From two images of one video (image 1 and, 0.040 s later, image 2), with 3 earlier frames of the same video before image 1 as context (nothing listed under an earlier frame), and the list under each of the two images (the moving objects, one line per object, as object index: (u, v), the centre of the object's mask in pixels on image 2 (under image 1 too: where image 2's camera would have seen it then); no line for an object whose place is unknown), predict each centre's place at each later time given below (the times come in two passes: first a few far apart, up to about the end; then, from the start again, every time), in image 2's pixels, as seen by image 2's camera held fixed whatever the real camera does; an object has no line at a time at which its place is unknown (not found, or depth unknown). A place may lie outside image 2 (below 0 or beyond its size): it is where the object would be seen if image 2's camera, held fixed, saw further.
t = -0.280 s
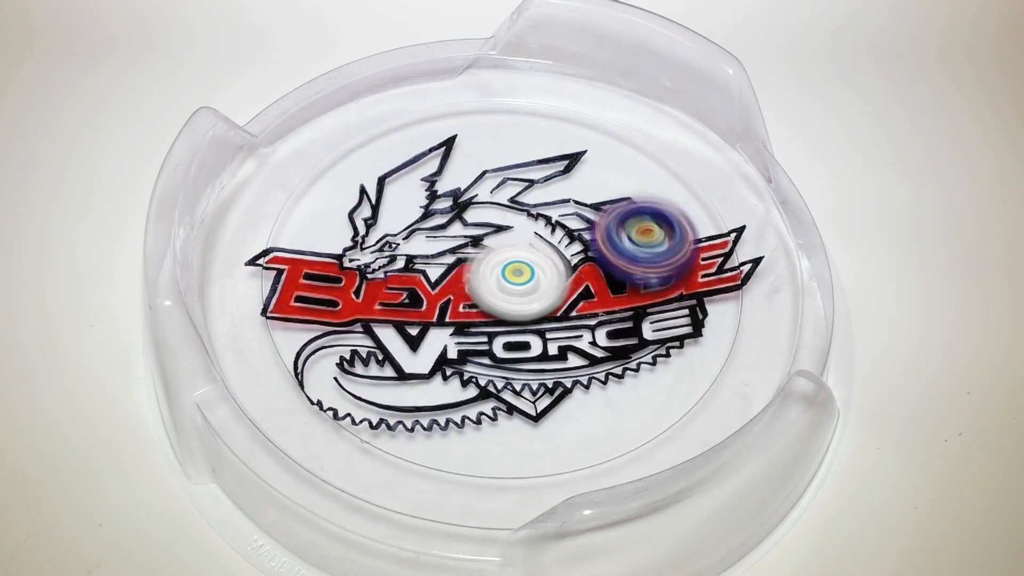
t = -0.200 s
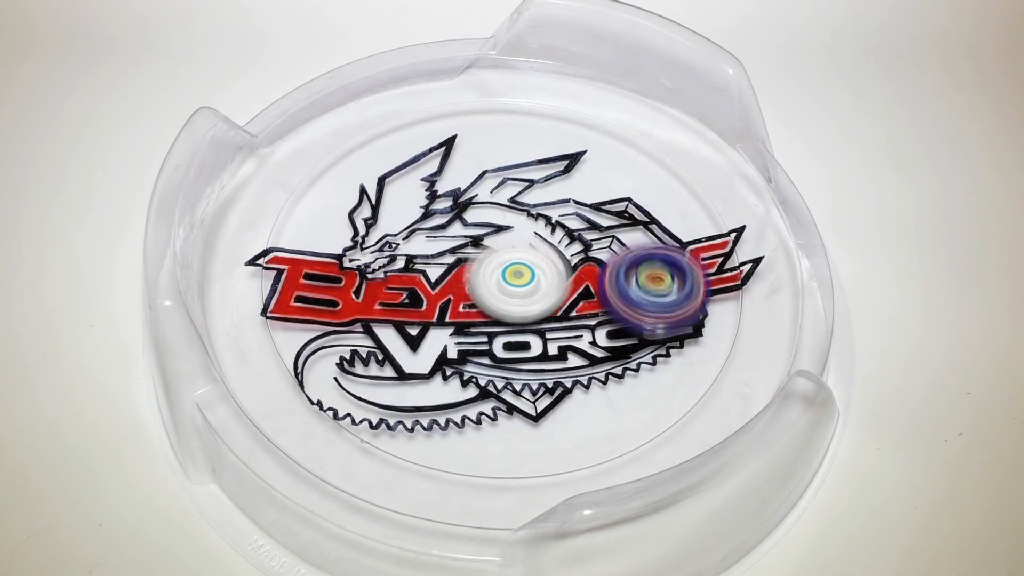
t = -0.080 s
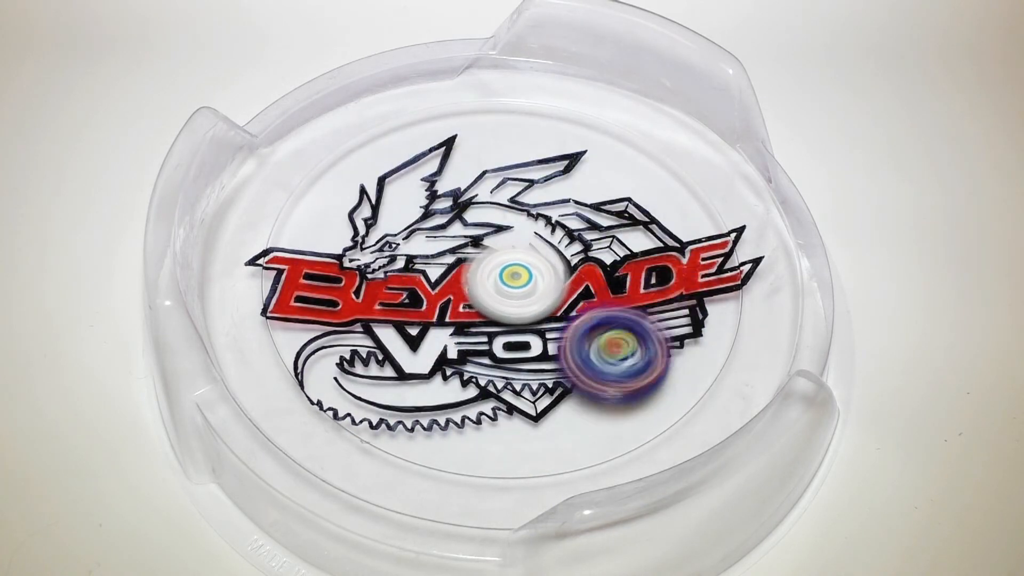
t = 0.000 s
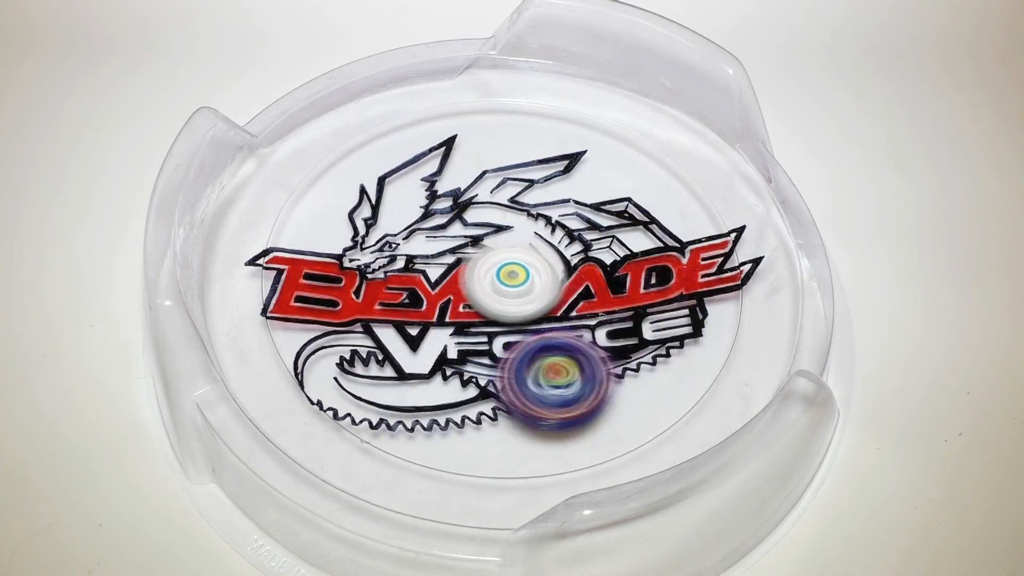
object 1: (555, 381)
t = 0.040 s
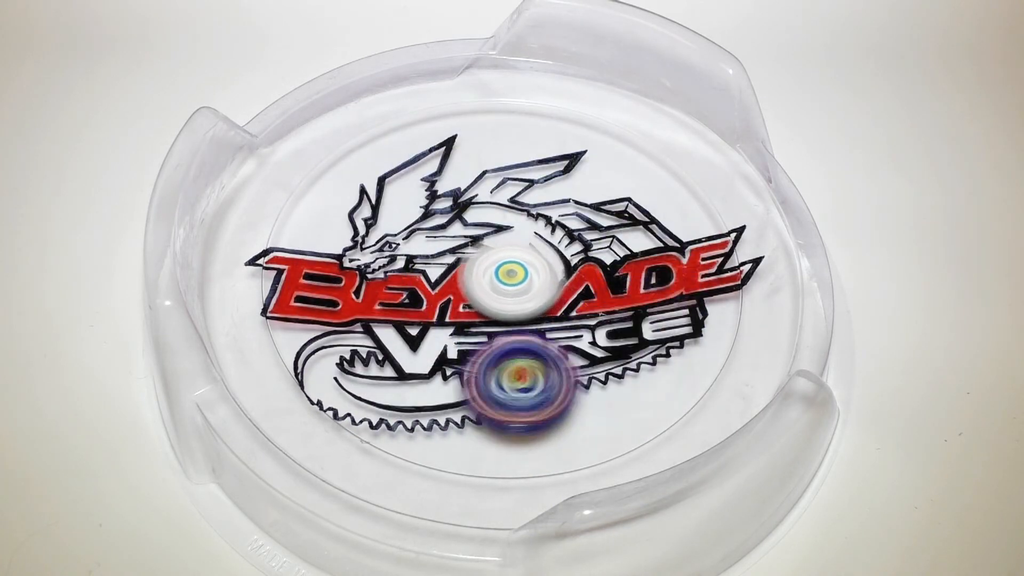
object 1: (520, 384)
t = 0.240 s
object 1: (389, 313)
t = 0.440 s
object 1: (409, 200)
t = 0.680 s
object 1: (556, 158)
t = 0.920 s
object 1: (650, 263)
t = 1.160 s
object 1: (524, 362)
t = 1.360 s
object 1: (391, 309)
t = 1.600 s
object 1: (400, 186)
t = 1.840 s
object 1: (550, 172)
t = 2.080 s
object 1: (618, 290)
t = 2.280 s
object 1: (526, 367)
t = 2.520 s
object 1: (384, 310)
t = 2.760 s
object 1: (432, 198)
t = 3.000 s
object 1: (580, 198)
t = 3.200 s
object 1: (635, 284)
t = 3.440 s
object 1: (515, 360)
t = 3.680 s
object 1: (402, 277)
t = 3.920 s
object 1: (460, 178)
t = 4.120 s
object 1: (574, 185)
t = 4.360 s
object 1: (606, 299)
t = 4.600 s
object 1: (468, 345)
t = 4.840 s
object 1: (382, 258)
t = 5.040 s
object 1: (452, 187)
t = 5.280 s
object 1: (582, 186)
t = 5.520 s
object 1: (615, 286)
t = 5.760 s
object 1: (607, 247)
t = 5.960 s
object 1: (592, 247)
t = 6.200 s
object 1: (512, 219)
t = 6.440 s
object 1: (509, 184)
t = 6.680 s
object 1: (486, 243)
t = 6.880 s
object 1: (427, 221)
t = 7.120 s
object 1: (470, 226)
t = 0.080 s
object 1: (486, 380)
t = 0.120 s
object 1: (454, 371)
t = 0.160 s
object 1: (425, 356)
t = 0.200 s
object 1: (404, 335)
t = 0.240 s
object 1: (389, 313)
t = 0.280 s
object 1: (381, 290)
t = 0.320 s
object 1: (379, 266)
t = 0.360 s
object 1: (383, 242)
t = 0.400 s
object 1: (393, 219)
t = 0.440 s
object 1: (409, 200)
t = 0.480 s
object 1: (427, 185)
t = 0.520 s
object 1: (450, 171)
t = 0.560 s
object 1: (474, 161)
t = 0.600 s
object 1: (501, 155)
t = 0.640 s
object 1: (528, 154)
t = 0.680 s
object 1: (556, 158)
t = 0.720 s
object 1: (582, 166)
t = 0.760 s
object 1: (605, 178)
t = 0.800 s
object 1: (624, 195)
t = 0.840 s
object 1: (639, 215)
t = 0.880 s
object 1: (650, 239)
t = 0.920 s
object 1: (650, 263)
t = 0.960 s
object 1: (645, 287)
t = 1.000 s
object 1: (631, 309)
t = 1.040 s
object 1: (611, 329)
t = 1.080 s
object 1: (586, 344)
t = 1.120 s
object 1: (556, 354)
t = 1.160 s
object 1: (524, 362)
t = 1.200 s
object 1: (492, 359)
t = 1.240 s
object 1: (462, 353)
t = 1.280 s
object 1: (434, 341)
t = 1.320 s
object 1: (409, 326)
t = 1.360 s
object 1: (391, 309)
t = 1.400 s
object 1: (378, 288)
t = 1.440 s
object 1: (370, 267)
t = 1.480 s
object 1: (369, 244)
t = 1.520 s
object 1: (374, 223)
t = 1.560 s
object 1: (384, 203)
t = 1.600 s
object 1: (400, 186)
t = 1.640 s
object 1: (421, 173)
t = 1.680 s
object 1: (444, 164)
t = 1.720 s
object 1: (470, 158)
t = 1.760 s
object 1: (497, 158)
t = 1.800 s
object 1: (524, 163)
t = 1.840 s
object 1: (550, 172)
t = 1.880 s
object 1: (573, 186)
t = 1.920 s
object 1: (592, 202)
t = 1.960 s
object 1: (606, 222)
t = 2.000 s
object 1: (616, 244)
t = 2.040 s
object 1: (620, 266)
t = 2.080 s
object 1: (618, 290)
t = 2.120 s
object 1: (610, 311)
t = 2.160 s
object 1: (596, 328)
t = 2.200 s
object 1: (578, 345)
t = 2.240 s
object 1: (553, 357)
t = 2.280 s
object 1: (526, 367)
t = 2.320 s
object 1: (497, 369)
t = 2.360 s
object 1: (467, 367)
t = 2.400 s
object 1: (441, 360)
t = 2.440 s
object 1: (416, 346)
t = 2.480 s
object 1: (397, 330)
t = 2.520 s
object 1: (384, 310)
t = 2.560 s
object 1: (377, 289)
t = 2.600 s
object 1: (376, 268)
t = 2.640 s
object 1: (382, 246)
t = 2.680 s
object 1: (394, 227)
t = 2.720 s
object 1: (411, 211)
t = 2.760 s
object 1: (432, 198)
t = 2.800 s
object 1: (455, 188)
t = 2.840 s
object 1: (479, 182)
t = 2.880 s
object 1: (505, 179)
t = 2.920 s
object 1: (531, 182)
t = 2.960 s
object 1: (556, 187)
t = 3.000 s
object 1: (580, 198)
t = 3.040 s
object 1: (600, 209)
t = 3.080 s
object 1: (616, 225)
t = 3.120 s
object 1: (628, 243)
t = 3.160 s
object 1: (635, 264)
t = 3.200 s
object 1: (635, 284)
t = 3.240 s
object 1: (628, 305)
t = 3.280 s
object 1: (616, 323)
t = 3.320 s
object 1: (598, 338)
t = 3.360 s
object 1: (574, 351)
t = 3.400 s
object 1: (545, 357)
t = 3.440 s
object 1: (515, 360)
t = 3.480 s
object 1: (488, 355)
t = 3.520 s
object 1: (461, 346)
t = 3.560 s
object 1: (439, 332)
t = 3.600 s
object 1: (419, 315)
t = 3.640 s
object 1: (409, 297)
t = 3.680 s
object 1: (402, 277)
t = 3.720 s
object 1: (400, 257)
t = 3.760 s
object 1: (403, 237)
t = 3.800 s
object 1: (412, 218)
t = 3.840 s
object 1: (425, 201)
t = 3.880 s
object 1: (441, 188)
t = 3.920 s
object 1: (460, 178)
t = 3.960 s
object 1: (483, 171)
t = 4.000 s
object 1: (505, 167)
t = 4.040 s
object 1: (529, 169)
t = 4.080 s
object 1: (552, 174)
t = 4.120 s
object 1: (574, 185)
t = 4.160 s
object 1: (593, 199)
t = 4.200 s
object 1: (606, 216)
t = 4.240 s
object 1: (615, 235)
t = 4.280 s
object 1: (619, 259)
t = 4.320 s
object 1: (614, 278)
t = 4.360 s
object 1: (606, 299)
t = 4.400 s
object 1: (591, 316)
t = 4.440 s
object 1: (571, 330)
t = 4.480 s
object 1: (546, 341)
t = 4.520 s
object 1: (520, 347)
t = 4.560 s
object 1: (494, 349)
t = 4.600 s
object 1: (468, 345)
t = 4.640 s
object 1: (443, 338)
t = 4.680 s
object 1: (421, 326)
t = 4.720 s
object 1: (404, 312)
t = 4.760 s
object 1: (392, 295)
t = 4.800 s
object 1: (384, 277)
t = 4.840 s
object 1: (382, 258)
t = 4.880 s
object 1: (387, 238)
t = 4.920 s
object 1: (397, 221)
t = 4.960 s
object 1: (412, 206)
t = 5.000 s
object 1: (430, 195)
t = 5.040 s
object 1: (452, 187)
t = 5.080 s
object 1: (474, 183)
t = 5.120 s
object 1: (498, 182)
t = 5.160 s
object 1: (520, 177)
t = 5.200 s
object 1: (541, 176)
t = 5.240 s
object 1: (562, 179)
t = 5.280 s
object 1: (582, 186)
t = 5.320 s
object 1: (600, 197)
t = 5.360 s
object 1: (614, 209)
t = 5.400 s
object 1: (623, 227)
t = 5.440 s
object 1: (628, 249)
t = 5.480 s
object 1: (626, 268)
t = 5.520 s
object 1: (615, 286)
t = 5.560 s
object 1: (607, 288)
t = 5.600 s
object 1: (606, 276)
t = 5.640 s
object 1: (605, 265)
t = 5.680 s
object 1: (604, 257)
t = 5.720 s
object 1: (605, 251)
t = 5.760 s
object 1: (607, 247)
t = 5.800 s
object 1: (610, 244)
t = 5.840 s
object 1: (610, 243)
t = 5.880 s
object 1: (607, 244)
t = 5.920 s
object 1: (601, 246)
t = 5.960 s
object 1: (592, 247)
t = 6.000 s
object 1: (580, 247)
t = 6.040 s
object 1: (565, 244)
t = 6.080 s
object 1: (551, 241)
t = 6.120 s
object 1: (537, 236)
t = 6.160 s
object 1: (523, 228)
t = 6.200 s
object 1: (512, 219)
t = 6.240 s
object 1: (504, 210)
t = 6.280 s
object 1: (499, 200)
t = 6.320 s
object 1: (497, 191)
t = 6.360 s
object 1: (499, 183)
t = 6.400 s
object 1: (505, 181)
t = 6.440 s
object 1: (509, 184)
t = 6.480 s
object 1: (513, 189)
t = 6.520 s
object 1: (513, 198)
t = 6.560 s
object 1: (511, 210)
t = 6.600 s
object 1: (506, 222)
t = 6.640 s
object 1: (497, 235)
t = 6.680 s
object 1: (486, 243)
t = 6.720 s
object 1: (470, 244)
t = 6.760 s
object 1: (456, 241)
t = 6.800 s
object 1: (444, 236)
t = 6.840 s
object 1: (433, 229)
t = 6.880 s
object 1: (427, 221)
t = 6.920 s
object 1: (427, 213)
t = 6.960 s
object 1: (432, 208)
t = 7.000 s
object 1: (439, 206)
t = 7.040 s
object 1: (449, 209)
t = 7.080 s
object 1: (459, 216)
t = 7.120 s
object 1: (470, 226)
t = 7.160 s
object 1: (479, 239)
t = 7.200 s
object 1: (483, 251)
